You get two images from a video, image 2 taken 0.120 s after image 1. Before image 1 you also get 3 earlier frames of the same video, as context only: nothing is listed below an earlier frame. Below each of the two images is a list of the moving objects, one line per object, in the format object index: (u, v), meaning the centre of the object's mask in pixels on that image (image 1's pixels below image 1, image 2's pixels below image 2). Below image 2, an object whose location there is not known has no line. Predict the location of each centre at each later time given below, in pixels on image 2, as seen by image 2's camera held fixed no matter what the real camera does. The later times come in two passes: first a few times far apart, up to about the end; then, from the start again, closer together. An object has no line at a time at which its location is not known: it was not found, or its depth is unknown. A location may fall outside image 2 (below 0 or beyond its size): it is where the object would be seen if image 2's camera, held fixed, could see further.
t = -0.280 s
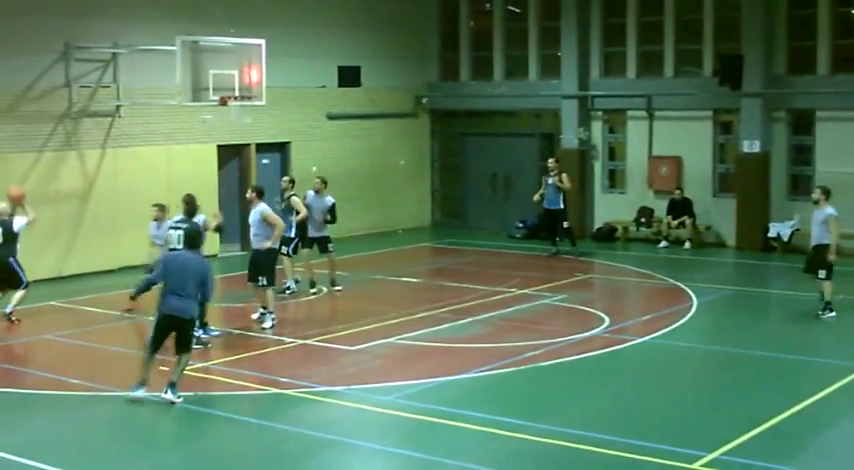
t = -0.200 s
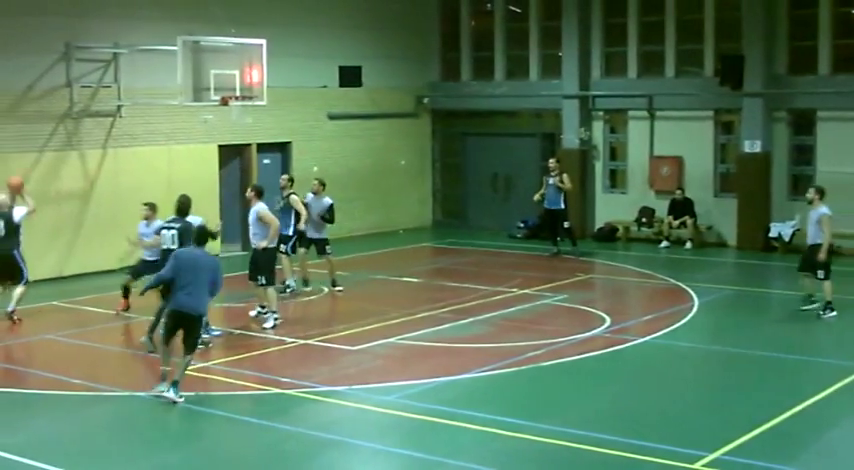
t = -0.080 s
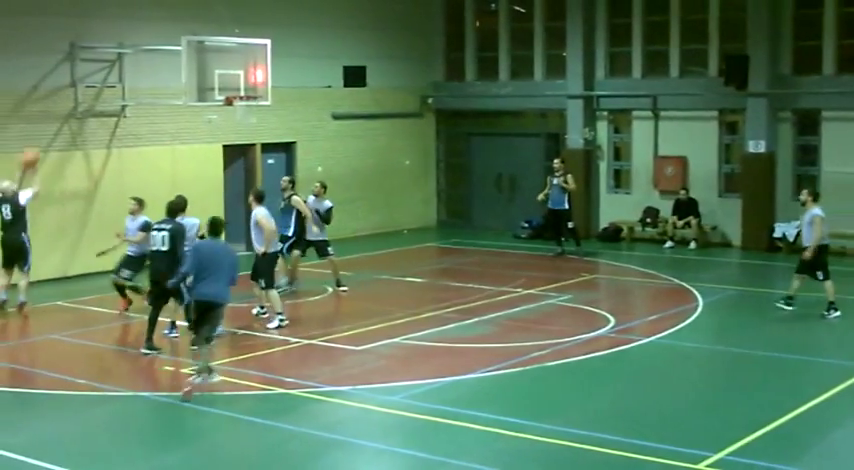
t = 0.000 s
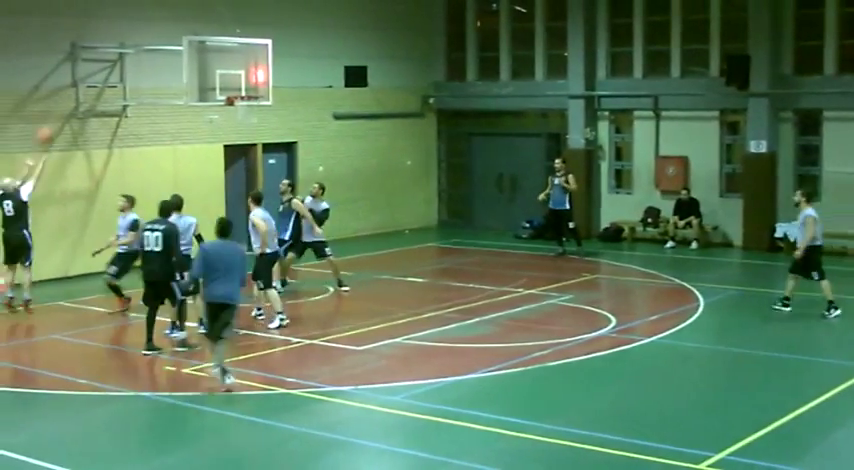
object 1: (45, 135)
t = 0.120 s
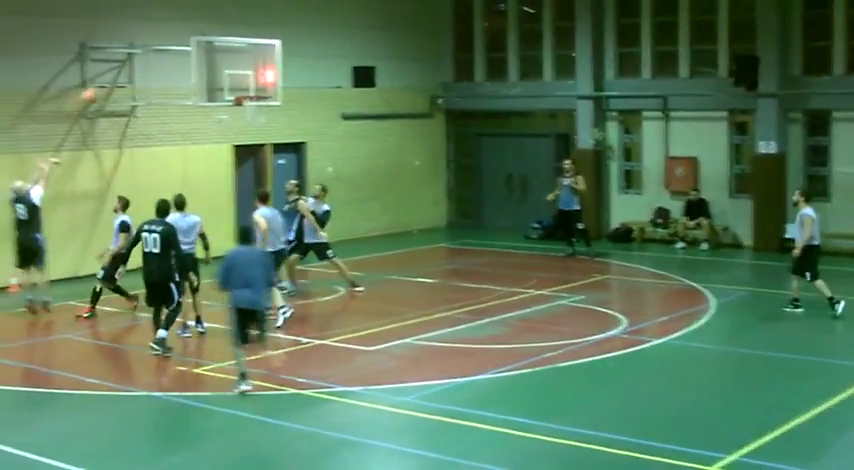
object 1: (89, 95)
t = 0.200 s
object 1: (105, 81)
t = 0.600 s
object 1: (203, 59)
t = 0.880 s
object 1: (264, 105)
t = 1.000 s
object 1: (256, 122)
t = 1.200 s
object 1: (242, 162)
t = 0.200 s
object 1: (105, 81)
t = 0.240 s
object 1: (115, 73)
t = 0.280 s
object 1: (126, 68)
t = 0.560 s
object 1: (195, 57)
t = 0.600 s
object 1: (203, 59)
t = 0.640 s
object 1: (212, 62)
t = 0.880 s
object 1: (264, 105)
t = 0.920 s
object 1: (262, 112)
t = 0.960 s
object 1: (259, 118)
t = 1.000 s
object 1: (256, 122)
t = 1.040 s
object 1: (254, 128)
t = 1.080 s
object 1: (251, 135)
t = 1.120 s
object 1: (247, 146)
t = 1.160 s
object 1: (244, 154)
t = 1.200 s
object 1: (242, 162)
